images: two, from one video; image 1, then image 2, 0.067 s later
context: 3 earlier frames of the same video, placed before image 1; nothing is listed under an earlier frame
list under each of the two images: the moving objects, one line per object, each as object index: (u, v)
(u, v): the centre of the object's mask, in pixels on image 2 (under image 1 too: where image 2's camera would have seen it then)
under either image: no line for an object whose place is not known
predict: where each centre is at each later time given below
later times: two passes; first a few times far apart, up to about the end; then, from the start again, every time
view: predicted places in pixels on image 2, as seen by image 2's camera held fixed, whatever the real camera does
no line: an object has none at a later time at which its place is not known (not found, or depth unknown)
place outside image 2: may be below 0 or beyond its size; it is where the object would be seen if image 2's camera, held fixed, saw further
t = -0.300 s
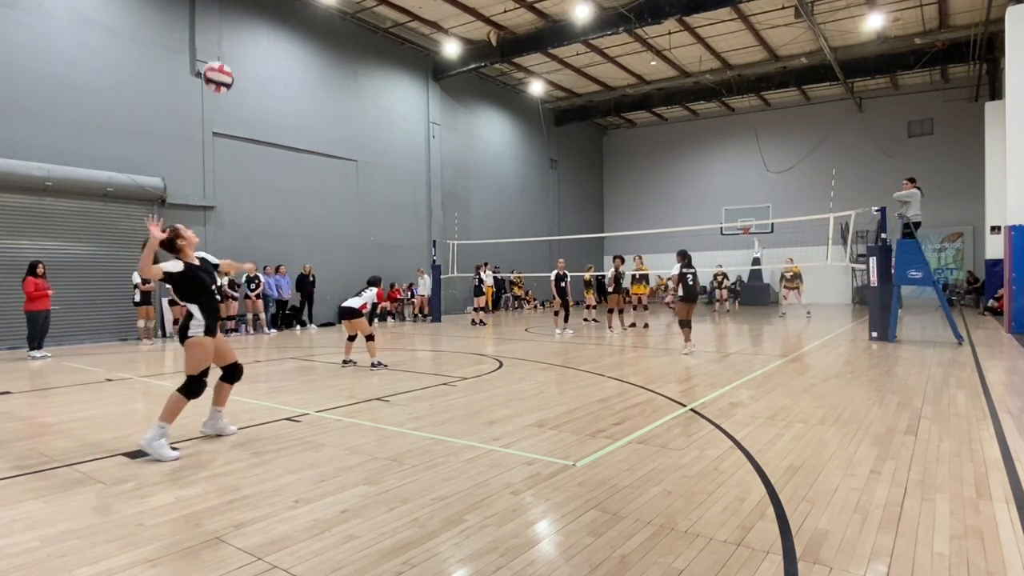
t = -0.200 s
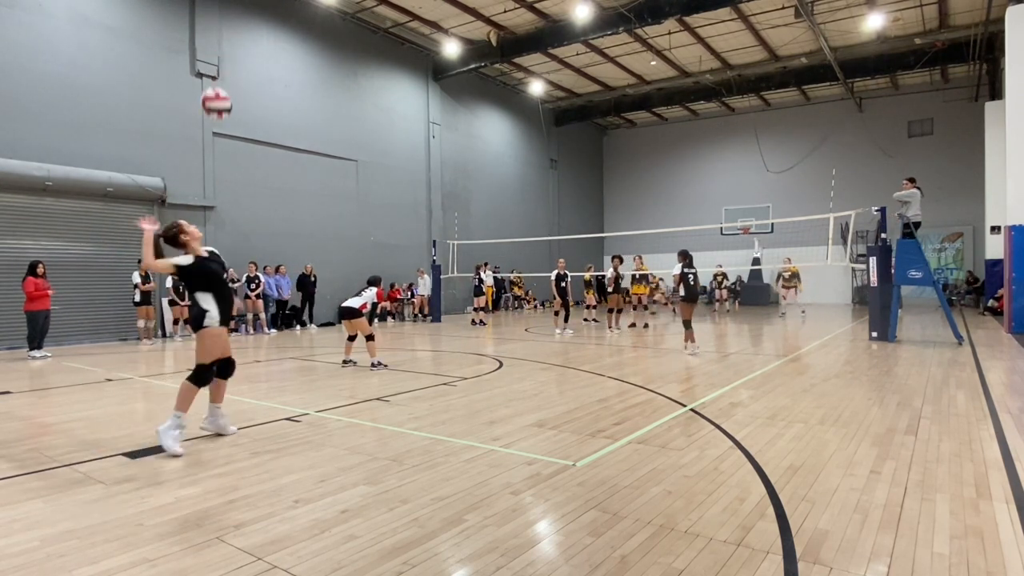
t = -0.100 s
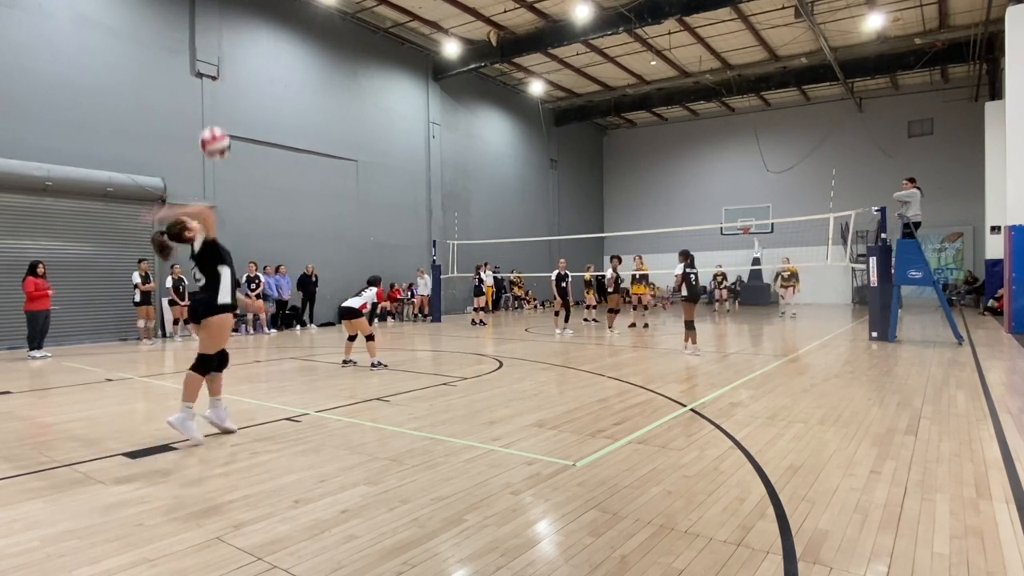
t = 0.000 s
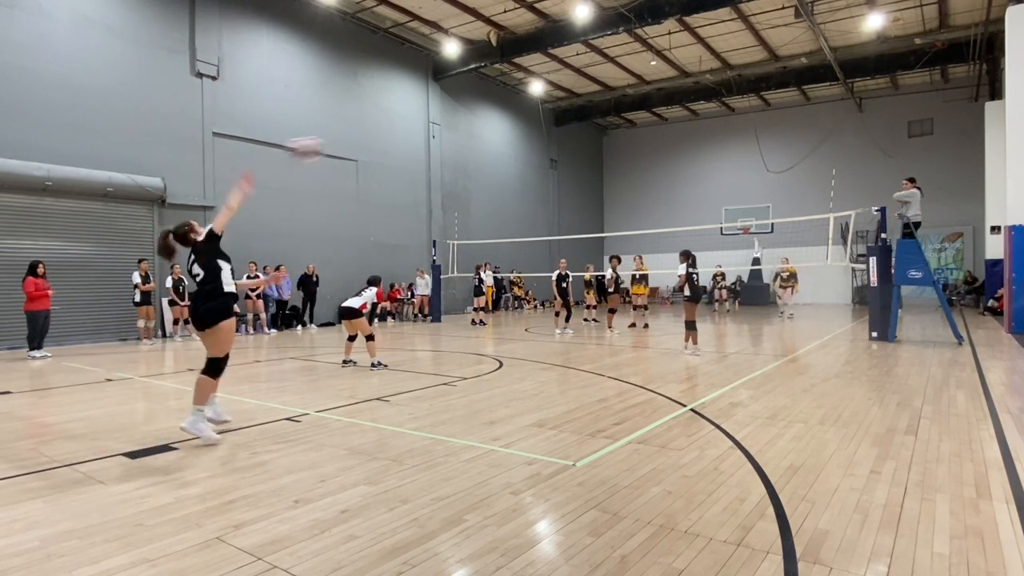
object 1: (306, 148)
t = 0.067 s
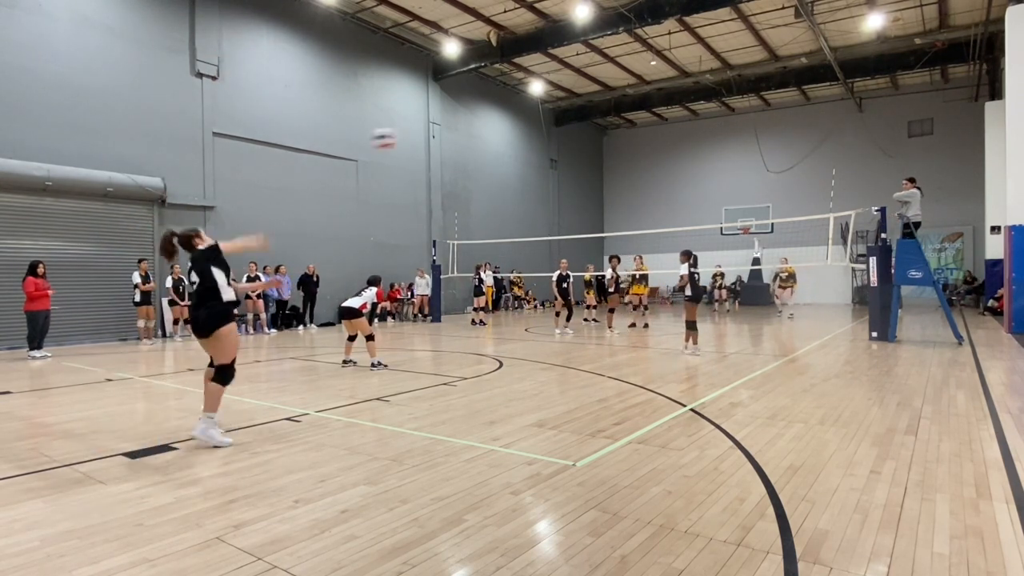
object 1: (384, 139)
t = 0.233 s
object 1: (504, 135)
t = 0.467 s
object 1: (588, 158)
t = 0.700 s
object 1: (636, 190)
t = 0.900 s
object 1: (664, 225)
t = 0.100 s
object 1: (415, 136)
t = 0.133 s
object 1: (441, 133)
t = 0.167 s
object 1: (464, 134)
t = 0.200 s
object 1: (483, 134)
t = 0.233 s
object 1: (504, 135)
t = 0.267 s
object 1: (519, 136)
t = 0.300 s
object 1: (533, 140)
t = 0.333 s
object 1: (545, 143)
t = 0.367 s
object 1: (557, 147)
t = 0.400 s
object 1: (568, 150)
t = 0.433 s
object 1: (577, 154)
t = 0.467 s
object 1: (588, 158)
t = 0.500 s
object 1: (595, 161)
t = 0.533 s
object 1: (603, 166)
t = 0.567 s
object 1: (610, 171)
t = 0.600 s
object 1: (618, 176)
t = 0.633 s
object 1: (624, 180)
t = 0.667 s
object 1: (631, 186)
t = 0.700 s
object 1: (636, 190)
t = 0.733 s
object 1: (642, 196)
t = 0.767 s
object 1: (647, 202)
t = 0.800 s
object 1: (652, 208)
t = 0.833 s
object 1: (656, 214)
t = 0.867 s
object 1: (661, 220)
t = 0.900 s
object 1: (664, 225)
